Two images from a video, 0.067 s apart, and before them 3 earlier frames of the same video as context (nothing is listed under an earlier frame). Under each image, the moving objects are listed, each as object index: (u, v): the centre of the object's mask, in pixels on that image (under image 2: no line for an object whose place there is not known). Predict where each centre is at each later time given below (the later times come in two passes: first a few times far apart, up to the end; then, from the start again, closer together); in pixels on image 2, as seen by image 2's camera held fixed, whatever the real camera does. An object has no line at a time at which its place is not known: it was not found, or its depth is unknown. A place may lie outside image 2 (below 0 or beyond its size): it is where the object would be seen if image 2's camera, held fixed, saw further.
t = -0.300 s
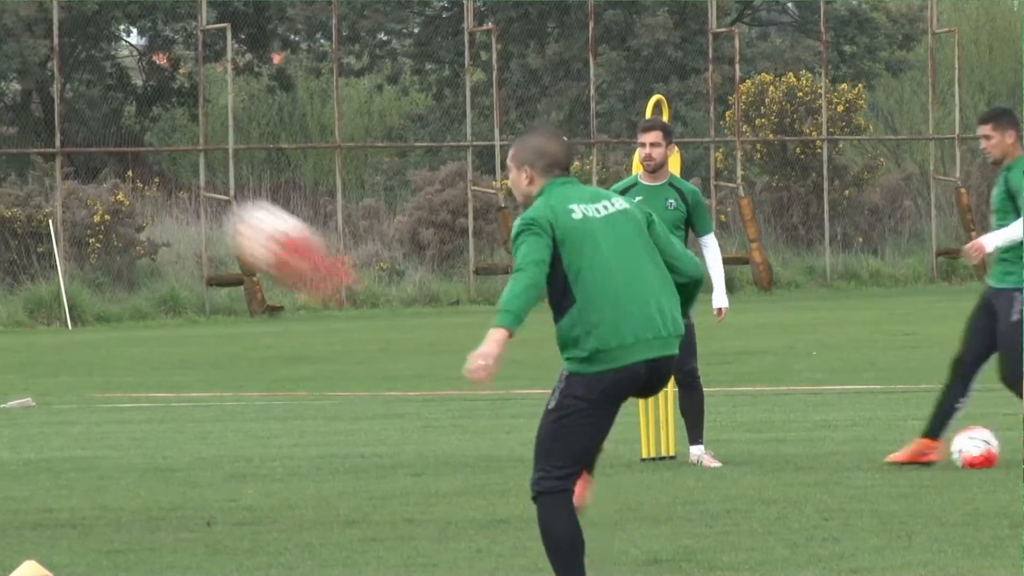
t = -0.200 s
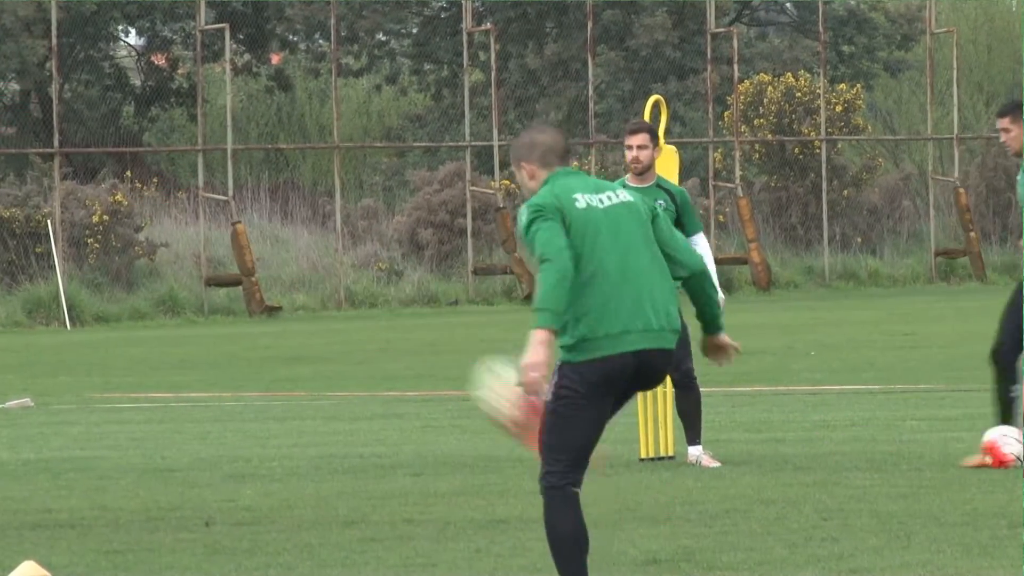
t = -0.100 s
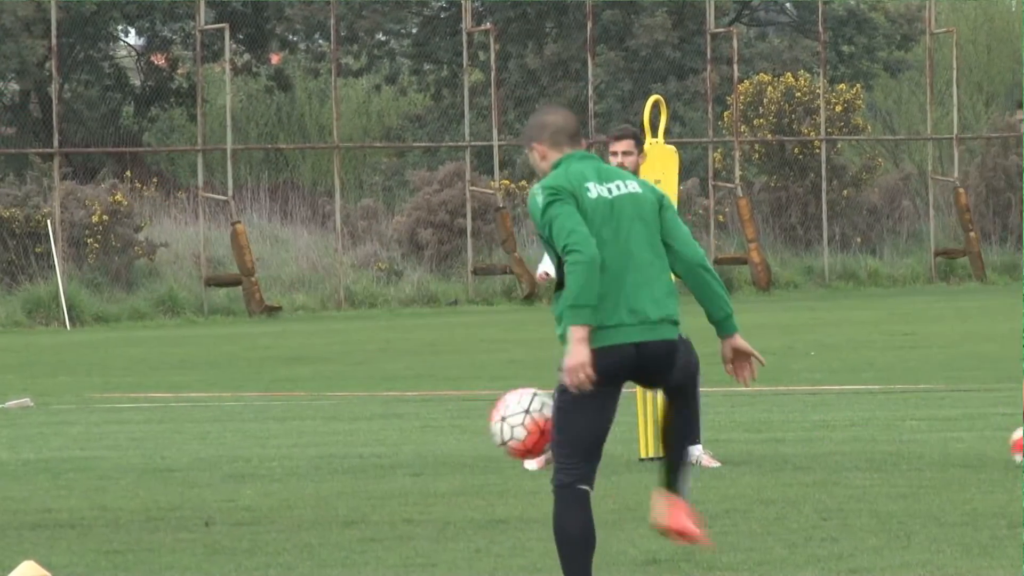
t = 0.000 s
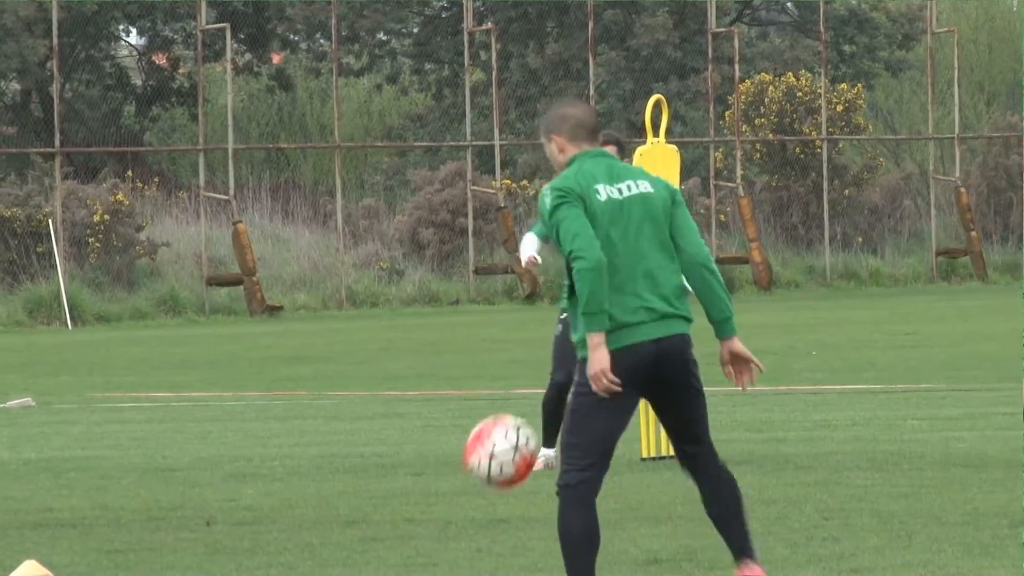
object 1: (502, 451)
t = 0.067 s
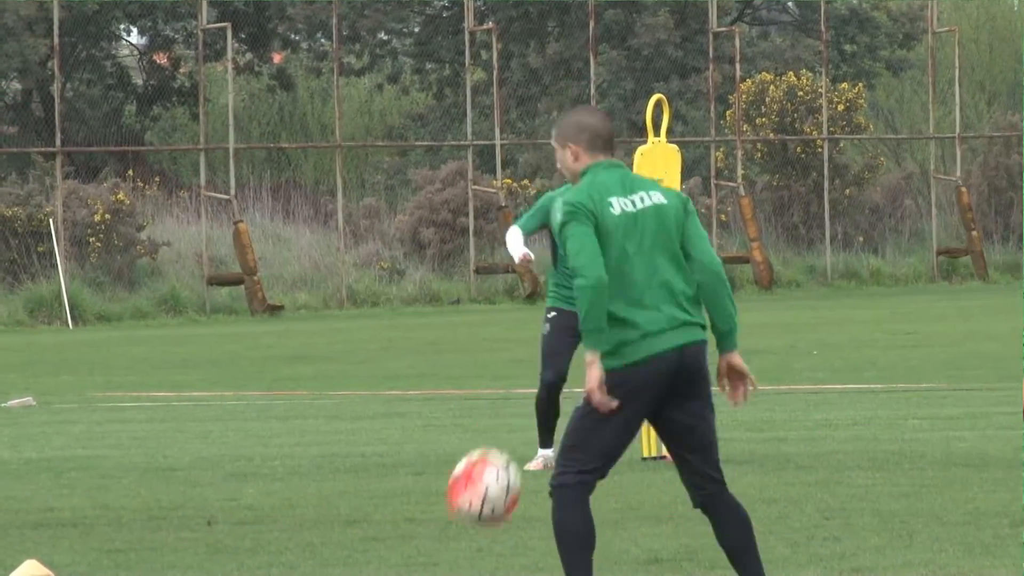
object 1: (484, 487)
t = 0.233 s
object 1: (442, 566)
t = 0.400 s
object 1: (410, 530)
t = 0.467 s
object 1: (396, 530)
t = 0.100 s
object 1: (475, 510)
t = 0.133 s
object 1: (467, 538)
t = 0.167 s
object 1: (460, 554)
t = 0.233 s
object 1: (442, 566)
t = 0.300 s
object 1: (429, 550)
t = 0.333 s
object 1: (423, 543)
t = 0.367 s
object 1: (416, 535)
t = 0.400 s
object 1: (410, 530)
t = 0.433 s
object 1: (403, 528)
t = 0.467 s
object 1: (396, 530)
